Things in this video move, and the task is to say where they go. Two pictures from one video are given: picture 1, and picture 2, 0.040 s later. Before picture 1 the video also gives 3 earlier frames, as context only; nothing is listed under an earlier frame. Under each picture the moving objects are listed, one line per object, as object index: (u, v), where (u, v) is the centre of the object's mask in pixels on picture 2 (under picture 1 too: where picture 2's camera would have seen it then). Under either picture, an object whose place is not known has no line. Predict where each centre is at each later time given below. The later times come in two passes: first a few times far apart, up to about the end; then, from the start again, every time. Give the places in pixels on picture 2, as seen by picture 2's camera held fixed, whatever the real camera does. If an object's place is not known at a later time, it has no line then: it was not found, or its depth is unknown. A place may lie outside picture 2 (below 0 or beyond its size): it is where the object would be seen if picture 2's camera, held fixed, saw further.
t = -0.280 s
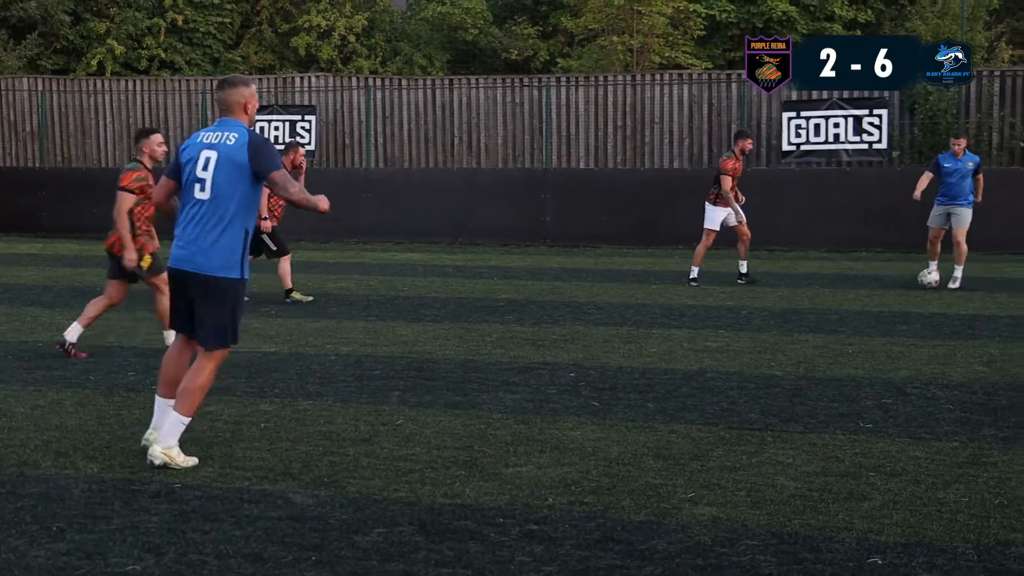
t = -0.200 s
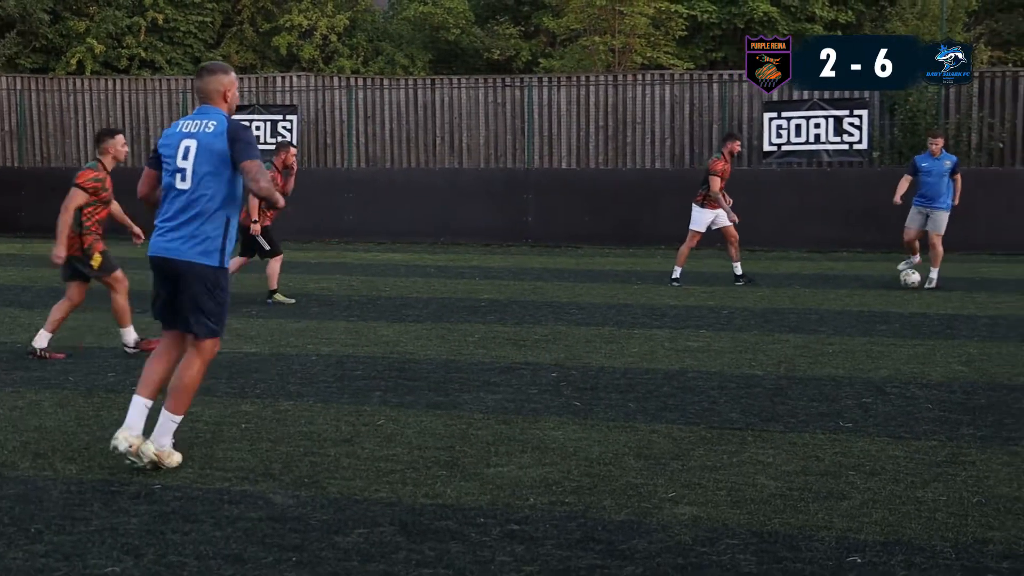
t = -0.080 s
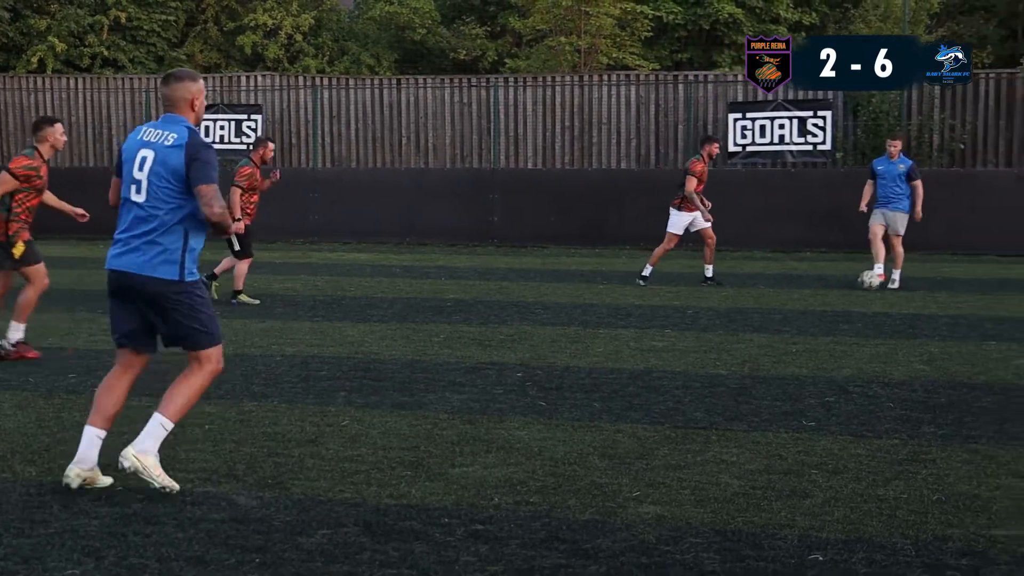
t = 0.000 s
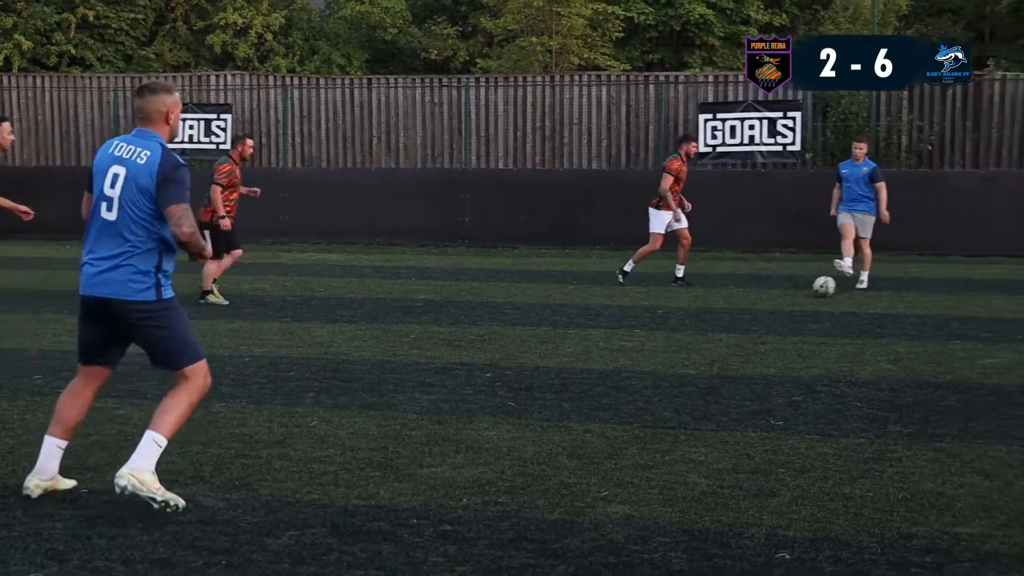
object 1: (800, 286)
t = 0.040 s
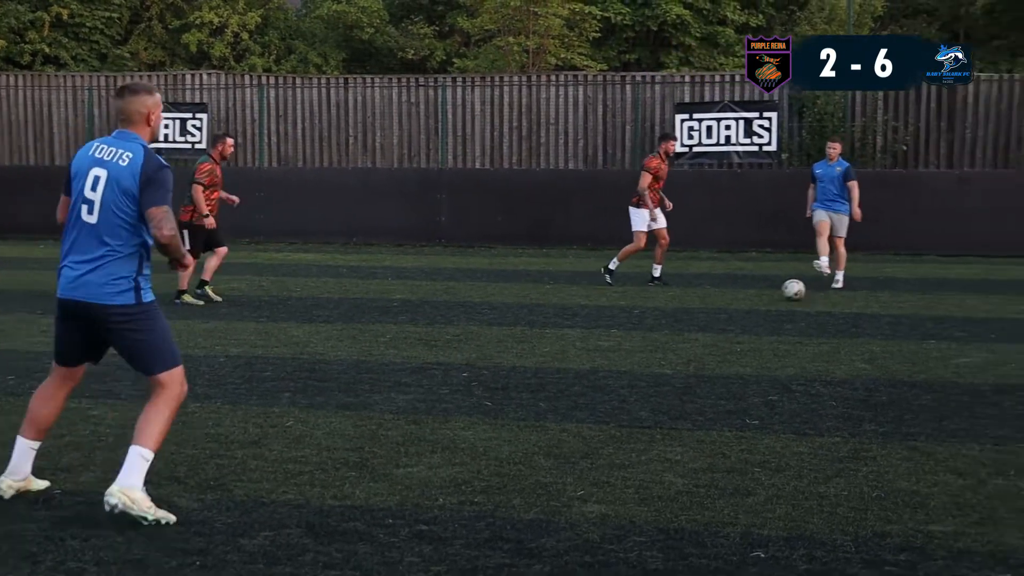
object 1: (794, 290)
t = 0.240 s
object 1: (762, 307)
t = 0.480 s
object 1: (723, 327)
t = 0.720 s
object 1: (682, 357)
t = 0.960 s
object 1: (637, 385)
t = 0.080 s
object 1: (788, 292)
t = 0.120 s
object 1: (782, 296)
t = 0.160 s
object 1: (775, 299)
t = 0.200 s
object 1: (768, 303)
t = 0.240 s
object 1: (762, 307)
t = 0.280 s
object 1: (756, 310)
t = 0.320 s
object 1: (749, 313)
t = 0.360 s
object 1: (743, 318)
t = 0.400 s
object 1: (737, 320)
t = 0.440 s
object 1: (730, 322)
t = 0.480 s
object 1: (723, 327)
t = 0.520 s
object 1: (716, 334)
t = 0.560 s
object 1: (710, 339)
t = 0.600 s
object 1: (703, 340)
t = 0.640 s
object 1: (696, 344)
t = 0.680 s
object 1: (690, 350)
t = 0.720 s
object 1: (682, 357)
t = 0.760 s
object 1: (675, 357)
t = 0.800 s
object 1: (668, 361)
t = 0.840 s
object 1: (660, 367)
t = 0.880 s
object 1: (652, 374)
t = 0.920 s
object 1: (645, 378)
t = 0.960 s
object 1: (637, 385)
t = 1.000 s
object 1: (628, 391)
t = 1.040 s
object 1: (619, 396)
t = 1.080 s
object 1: (610, 402)
